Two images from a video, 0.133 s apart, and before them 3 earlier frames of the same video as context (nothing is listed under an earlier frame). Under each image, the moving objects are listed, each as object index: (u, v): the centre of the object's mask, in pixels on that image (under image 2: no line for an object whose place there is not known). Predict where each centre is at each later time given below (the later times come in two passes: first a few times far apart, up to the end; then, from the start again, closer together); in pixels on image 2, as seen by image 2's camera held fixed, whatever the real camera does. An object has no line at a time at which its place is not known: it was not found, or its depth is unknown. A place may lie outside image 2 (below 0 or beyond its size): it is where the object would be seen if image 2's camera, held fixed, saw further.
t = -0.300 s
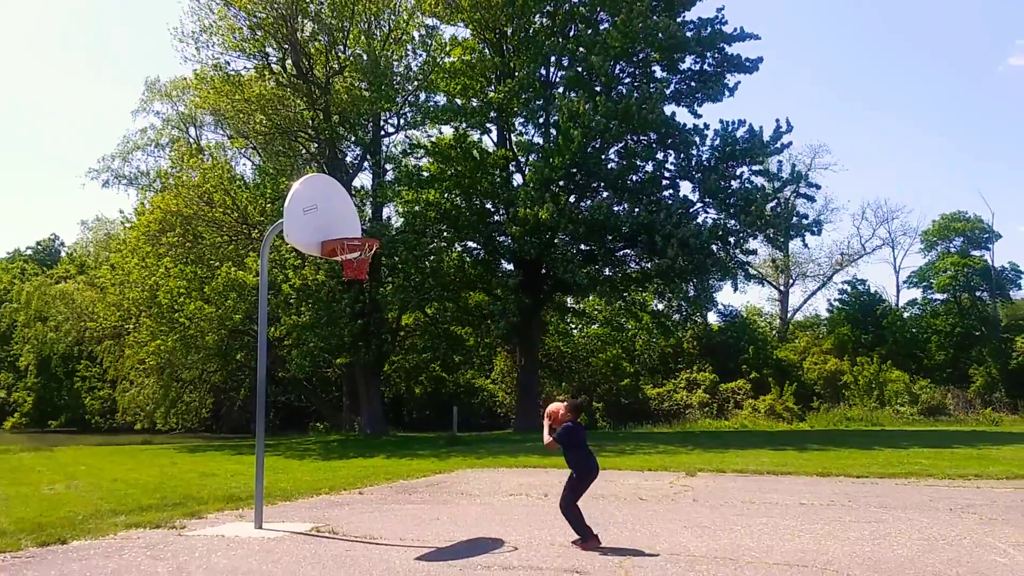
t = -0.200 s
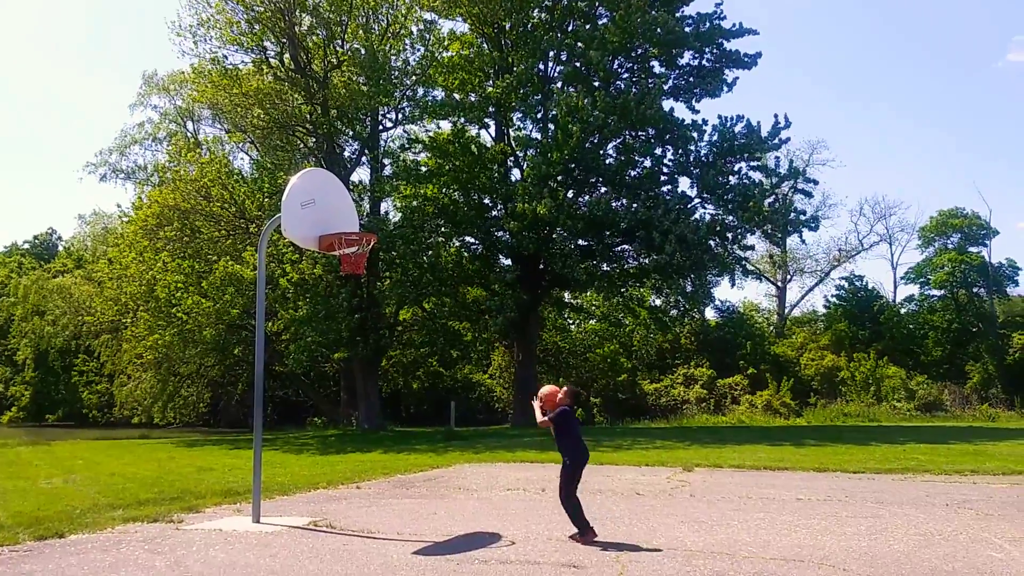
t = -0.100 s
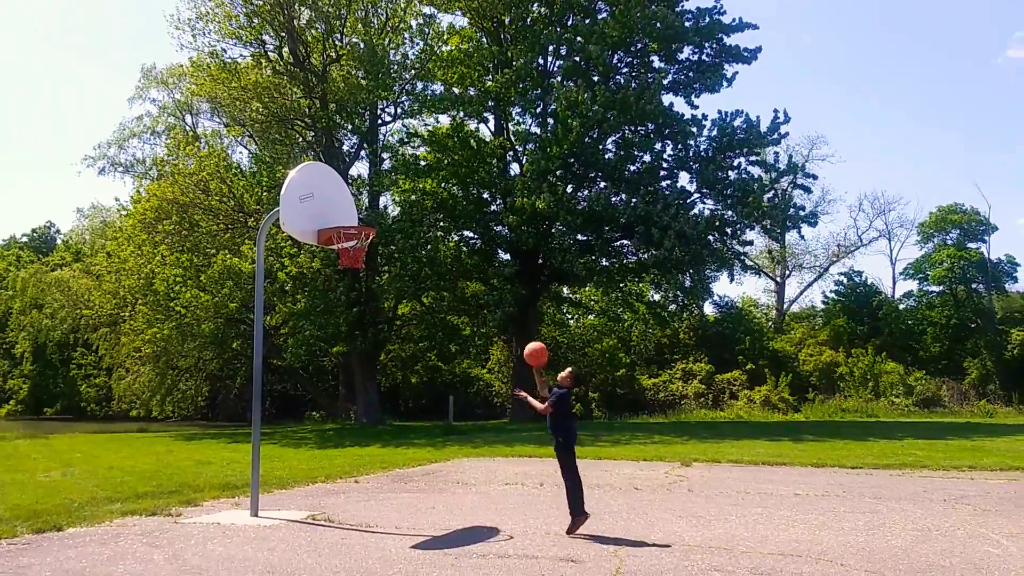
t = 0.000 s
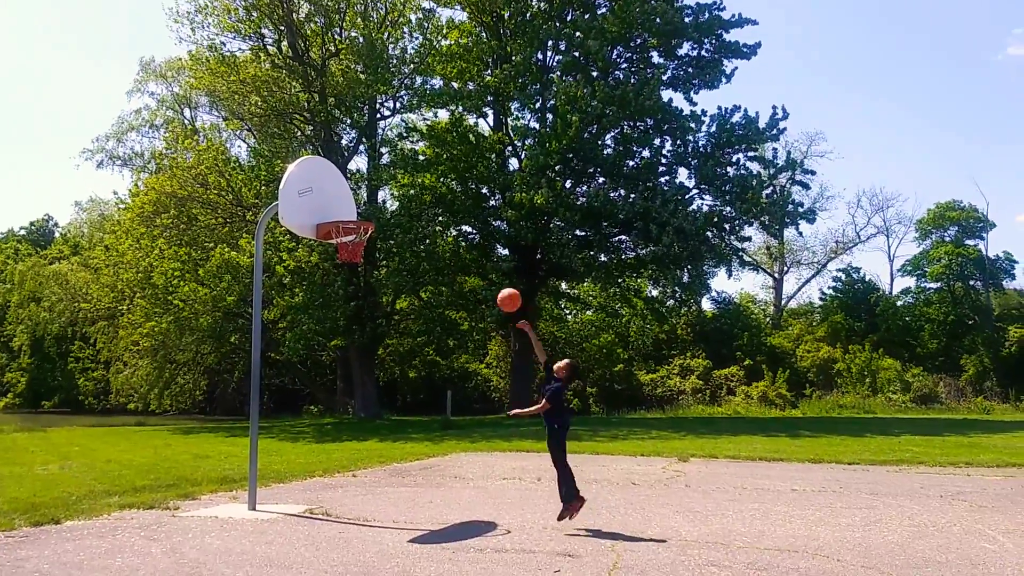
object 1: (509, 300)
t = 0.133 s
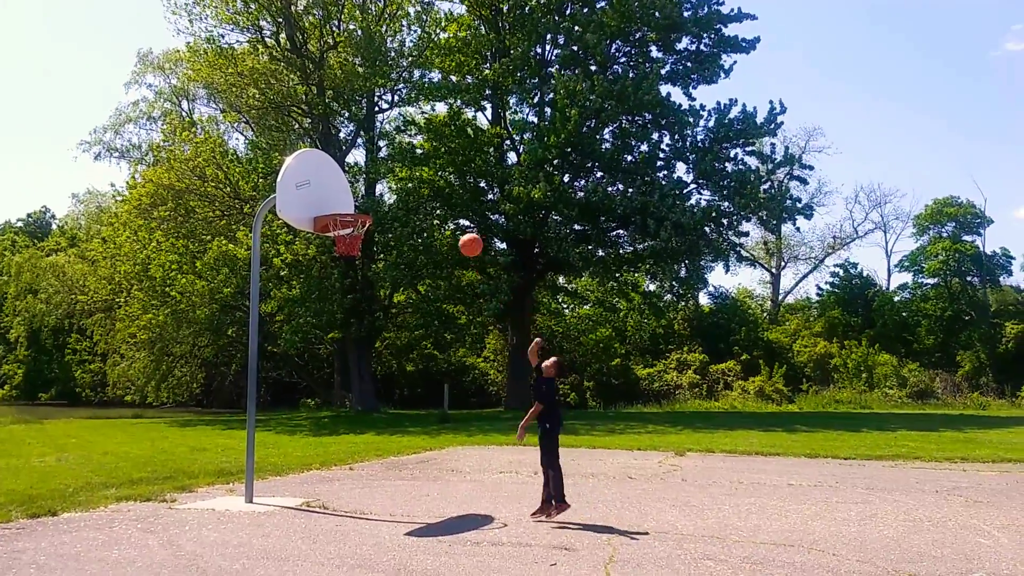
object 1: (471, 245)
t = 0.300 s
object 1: (427, 209)
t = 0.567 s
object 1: (360, 206)
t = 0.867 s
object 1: (335, 197)
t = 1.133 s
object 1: (356, 202)
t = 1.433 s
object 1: (362, 207)
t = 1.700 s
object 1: (343, 211)
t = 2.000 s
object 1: (354, 239)
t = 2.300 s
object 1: (353, 269)
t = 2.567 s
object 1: (350, 357)
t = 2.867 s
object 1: (342, 471)
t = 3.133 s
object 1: (331, 384)
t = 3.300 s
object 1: (323, 362)
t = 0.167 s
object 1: (462, 235)
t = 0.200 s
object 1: (453, 228)
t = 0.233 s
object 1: (444, 221)
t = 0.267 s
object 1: (436, 214)
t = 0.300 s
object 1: (427, 209)
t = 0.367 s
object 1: (410, 203)
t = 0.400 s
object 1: (401, 201)
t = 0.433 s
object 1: (393, 200)
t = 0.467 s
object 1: (385, 201)
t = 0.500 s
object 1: (376, 202)
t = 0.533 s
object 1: (368, 204)
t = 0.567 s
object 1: (360, 206)
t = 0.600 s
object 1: (352, 207)
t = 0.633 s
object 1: (347, 205)
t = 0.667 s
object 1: (342, 203)
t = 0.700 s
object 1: (337, 201)
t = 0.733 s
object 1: (331, 200)
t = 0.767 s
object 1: (331, 198)
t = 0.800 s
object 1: (332, 197)
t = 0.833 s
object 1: (334, 196)
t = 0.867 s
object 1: (335, 197)
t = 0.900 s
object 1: (336, 198)
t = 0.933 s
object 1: (338, 200)
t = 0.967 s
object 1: (339, 204)
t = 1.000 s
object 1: (341, 205)
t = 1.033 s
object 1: (345, 203)
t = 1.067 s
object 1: (349, 202)
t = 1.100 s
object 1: (353, 202)
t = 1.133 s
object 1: (356, 202)
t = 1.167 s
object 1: (361, 204)
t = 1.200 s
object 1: (364, 206)
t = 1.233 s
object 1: (365, 206)
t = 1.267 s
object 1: (365, 205)
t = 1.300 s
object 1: (365, 205)
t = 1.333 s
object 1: (364, 205)
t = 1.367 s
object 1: (364, 206)
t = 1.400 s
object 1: (364, 207)
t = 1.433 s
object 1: (362, 207)
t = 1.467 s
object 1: (360, 206)
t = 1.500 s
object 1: (358, 206)
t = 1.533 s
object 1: (356, 207)
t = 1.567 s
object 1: (354, 208)
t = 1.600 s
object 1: (352, 208)
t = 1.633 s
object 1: (349, 209)
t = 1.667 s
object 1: (347, 210)
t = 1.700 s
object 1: (343, 211)
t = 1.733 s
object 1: (345, 225)
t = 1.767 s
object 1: (346, 226)
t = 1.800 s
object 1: (343, 228)
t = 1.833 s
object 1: (342, 228)
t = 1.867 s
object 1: (341, 229)
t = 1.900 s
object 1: (348, 239)
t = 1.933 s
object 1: (349, 236)
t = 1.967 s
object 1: (352, 241)
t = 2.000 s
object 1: (354, 239)
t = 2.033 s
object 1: (351, 243)
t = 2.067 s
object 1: (352, 244)
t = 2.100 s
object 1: (352, 244)
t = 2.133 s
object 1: (353, 245)
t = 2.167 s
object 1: (355, 251)
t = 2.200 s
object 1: (355, 254)
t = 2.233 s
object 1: (354, 257)
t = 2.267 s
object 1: (353, 263)
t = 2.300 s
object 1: (353, 269)
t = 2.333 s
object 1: (352, 277)
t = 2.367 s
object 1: (352, 285)
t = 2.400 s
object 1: (352, 294)
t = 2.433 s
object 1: (352, 305)
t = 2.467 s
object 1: (351, 316)
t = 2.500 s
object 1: (351, 329)
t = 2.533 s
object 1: (350, 342)
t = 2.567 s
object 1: (350, 357)
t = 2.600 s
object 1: (349, 373)
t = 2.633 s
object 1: (349, 390)
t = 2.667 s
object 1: (348, 408)
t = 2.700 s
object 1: (347, 427)
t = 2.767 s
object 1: (345, 469)
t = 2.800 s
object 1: (344, 491)
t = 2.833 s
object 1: (343, 487)
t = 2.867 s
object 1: (342, 471)
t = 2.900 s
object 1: (340, 457)
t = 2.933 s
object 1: (339, 444)
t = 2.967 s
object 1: (338, 431)
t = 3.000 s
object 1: (337, 419)
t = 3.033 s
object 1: (336, 409)
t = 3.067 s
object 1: (334, 400)
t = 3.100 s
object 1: (333, 391)
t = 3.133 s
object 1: (331, 384)
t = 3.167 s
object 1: (330, 377)
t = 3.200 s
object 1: (328, 372)
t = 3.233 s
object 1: (326, 367)
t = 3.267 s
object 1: (325, 364)
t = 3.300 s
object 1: (323, 362)
